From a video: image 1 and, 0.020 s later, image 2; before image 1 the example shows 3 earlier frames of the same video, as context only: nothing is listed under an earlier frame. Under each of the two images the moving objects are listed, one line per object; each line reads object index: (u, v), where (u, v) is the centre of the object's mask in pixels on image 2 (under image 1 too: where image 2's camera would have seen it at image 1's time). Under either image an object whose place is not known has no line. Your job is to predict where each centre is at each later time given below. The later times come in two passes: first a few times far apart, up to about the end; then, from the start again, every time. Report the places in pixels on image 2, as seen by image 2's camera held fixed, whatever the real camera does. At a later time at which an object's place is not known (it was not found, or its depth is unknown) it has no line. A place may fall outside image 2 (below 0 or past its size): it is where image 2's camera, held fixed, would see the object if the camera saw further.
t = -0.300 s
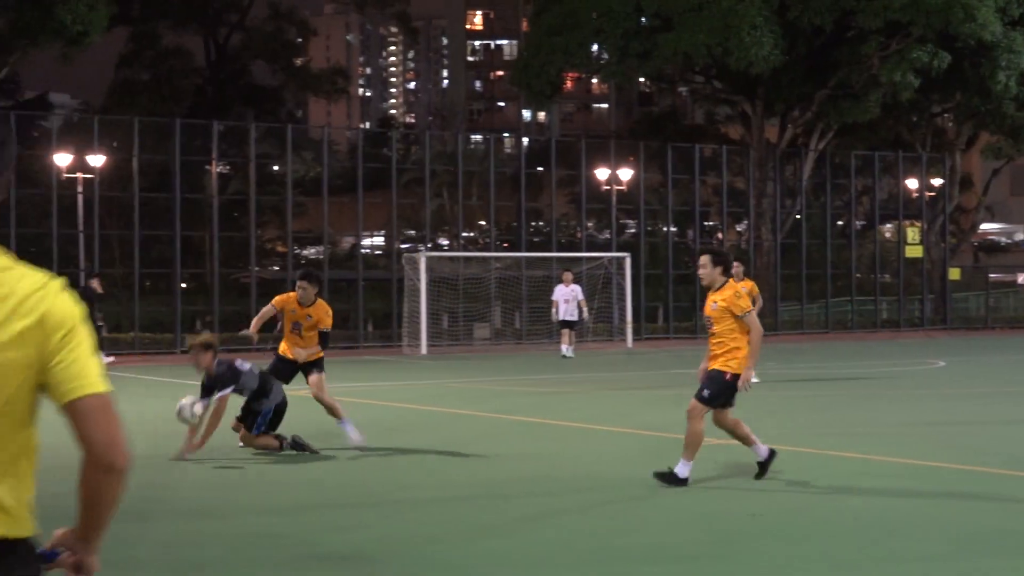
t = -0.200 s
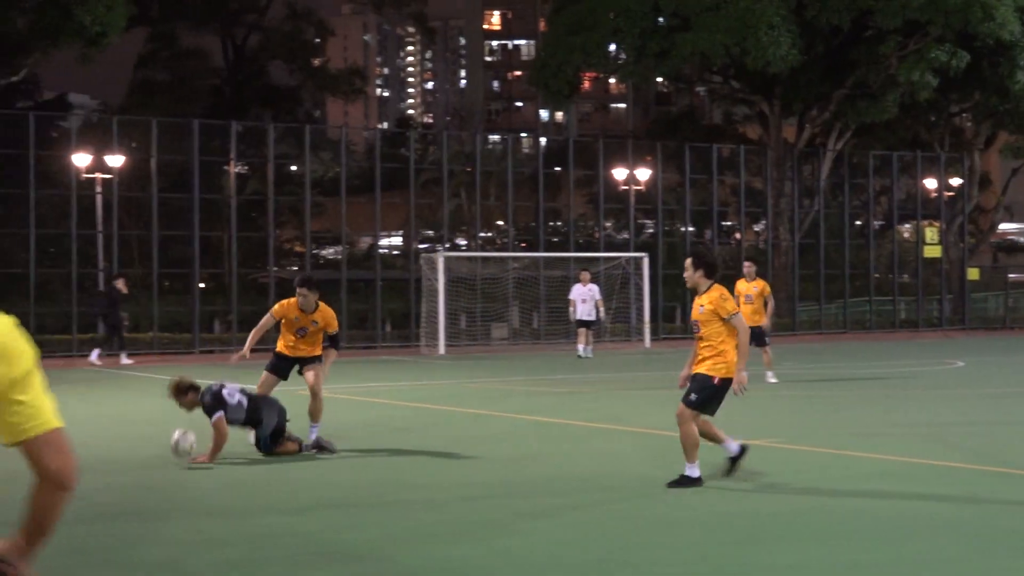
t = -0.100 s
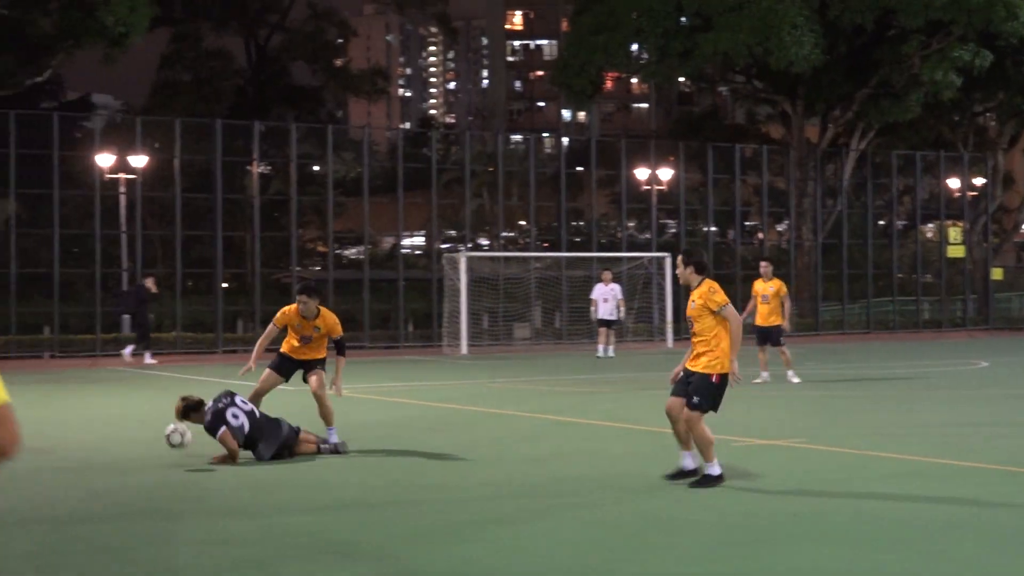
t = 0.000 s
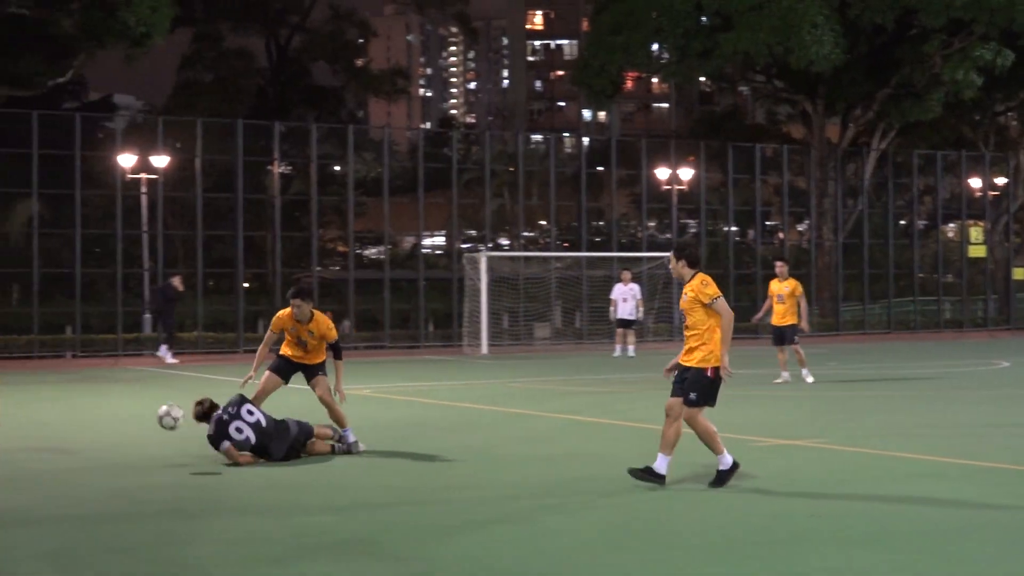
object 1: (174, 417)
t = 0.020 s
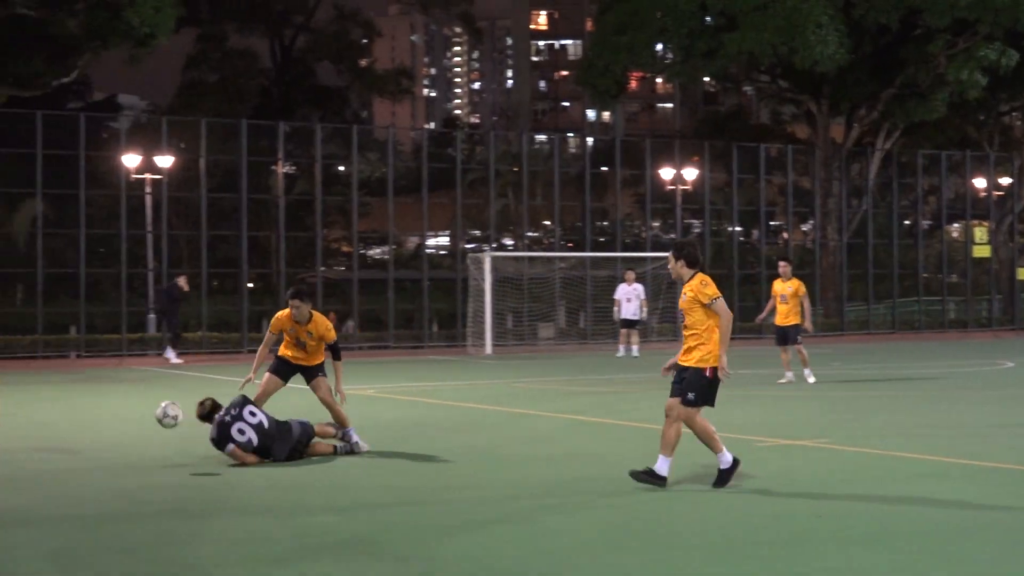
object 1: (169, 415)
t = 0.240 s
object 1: (104, 424)
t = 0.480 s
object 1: (30, 451)
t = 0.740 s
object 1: (-52, 444)
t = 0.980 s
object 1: (-137, 478)
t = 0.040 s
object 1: (163, 413)
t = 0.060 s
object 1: (157, 412)
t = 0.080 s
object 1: (151, 411)
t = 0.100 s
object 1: (145, 410)
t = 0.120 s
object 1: (139, 411)
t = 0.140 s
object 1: (133, 412)
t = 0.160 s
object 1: (128, 413)
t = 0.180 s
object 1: (122, 415)
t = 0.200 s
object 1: (115, 418)
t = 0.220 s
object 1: (109, 420)
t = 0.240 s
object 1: (104, 424)
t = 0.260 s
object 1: (97, 427)
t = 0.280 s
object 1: (91, 432)
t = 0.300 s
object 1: (85, 437)
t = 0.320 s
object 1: (78, 444)
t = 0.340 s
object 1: (73, 449)
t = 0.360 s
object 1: (67, 455)
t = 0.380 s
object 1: (60, 463)
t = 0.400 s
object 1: (53, 470)
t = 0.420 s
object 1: (48, 465)
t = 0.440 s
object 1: (41, 460)
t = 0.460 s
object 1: (36, 455)
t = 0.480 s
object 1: (30, 451)
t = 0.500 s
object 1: (24, 446)
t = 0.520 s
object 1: (18, 444)
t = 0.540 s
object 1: (12, 441)
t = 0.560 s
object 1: (6, 439)
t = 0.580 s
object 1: (0, 437)
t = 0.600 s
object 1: (-6, 437)
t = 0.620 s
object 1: (-12, 436)
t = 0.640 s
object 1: (-19, 436)
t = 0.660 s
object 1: (-25, 436)
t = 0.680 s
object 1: (-31, 437)
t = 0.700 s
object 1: (-38, 439)
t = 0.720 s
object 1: (-45, 442)
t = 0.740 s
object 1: (-52, 444)
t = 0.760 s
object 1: (-58, 448)
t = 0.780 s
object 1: (-64, 452)
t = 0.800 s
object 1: (-71, 457)
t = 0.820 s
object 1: (-78, 462)
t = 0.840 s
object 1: (-84, 469)
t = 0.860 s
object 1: (-92, 475)
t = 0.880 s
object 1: (-99, 482)
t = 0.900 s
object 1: (-107, 491)
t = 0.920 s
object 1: (-115, 490)
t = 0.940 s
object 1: (-121, 485)
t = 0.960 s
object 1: (-130, 481)
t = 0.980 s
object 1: (-137, 478)
